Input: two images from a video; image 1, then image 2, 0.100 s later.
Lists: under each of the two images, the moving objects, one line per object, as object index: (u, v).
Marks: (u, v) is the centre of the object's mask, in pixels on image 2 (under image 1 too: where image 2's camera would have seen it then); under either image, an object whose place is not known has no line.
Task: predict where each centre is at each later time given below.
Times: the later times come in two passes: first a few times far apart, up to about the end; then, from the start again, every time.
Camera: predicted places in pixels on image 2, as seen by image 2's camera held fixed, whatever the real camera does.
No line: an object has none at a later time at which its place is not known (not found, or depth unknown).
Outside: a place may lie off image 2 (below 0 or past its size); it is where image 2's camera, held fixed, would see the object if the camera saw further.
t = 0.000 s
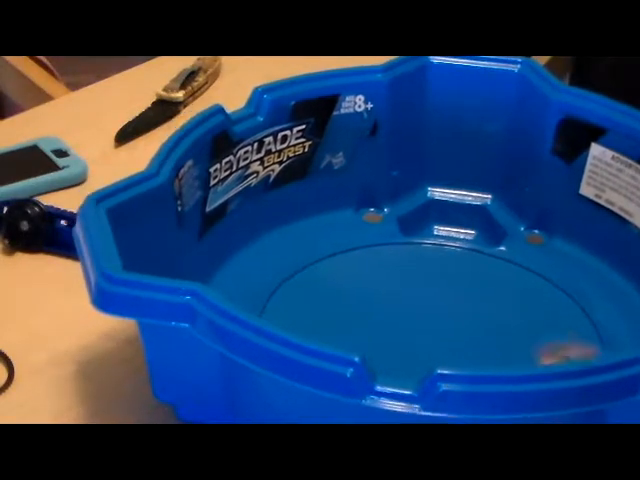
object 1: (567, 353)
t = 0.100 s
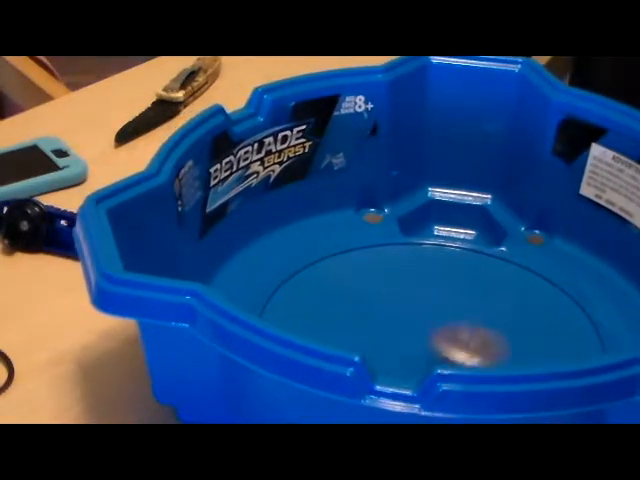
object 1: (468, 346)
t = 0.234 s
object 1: (352, 278)
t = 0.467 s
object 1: (259, 254)
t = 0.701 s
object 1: (264, 253)
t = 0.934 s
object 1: (347, 297)
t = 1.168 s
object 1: (454, 285)
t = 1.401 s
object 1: (446, 229)
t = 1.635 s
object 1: (370, 284)
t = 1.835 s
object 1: (464, 351)
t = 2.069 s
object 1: (594, 331)
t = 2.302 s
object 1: (508, 275)
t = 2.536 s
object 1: (372, 326)
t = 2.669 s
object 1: (382, 363)
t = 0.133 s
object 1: (436, 333)
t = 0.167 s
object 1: (408, 313)
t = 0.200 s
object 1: (380, 296)
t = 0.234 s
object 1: (352, 278)
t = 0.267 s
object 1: (327, 263)
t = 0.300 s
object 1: (294, 251)
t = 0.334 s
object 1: (283, 244)
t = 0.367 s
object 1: (276, 248)
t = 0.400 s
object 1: (269, 250)
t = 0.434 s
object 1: (263, 253)
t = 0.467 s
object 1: (259, 254)
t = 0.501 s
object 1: (252, 254)
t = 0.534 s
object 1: (244, 253)
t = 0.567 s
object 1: (237, 252)
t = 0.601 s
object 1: (233, 249)
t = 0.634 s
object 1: (244, 250)
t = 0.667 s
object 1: (255, 251)
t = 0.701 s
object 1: (264, 253)
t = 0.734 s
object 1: (272, 253)
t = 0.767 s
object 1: (280, 259)
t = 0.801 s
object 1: (290, 266)
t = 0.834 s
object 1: (312, 274)
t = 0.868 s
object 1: (322, 282)
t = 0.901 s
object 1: (333, 289)
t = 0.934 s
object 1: (347, 297)
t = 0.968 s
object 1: (363, 301)
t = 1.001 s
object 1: (379, 303)
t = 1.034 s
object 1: (396, 303)
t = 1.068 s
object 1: (415, 301)
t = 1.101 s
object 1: (431, 298)
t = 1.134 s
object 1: (444, 292)
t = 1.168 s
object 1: (454, 285)
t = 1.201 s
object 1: (462, 278)
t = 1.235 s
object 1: (467, 270)
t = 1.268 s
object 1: (469, 260)
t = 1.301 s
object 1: (468, 250)
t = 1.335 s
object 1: (464, 242)
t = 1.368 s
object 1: (456, 234)
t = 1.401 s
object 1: (446, 229)
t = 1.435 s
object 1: (432, 225)
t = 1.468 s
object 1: (416, 225)
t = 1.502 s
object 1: (399, 229)
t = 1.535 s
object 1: (384, 237)
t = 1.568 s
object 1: (374, 252)
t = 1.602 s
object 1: (369, 267)
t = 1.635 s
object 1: (370, 284)
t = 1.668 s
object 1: (373, 301)
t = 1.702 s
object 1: (384, 317)
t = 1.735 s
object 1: (399, 333)
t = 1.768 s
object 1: (417, 344)
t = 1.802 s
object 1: (439, 350)
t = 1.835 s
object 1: (464, 351)
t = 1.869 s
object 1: (488, 353)
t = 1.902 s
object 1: (511, 353)
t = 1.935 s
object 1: (532, 351)
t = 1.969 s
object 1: (552, 347)
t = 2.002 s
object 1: (569, 343)
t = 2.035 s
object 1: (585, 337)
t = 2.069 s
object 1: (594, 331)
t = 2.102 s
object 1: (590, 323)
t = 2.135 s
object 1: (581, 313)
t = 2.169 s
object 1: (572, 303)
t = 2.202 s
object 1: (563, 293)
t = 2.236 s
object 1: (549, 284)
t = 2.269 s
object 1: (531, 278)
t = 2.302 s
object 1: (508, 275)
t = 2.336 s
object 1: (484, 276)
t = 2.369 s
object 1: (460, 280)
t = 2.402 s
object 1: (438, 286)
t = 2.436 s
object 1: (418, 294)
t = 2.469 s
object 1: (400, 304)
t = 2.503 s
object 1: (385, 314)
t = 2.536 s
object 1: (372, 326)
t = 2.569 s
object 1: (366, 335)
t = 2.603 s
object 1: (367, 344)
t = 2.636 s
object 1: (373, 354)
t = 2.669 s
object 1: (382, 363)
